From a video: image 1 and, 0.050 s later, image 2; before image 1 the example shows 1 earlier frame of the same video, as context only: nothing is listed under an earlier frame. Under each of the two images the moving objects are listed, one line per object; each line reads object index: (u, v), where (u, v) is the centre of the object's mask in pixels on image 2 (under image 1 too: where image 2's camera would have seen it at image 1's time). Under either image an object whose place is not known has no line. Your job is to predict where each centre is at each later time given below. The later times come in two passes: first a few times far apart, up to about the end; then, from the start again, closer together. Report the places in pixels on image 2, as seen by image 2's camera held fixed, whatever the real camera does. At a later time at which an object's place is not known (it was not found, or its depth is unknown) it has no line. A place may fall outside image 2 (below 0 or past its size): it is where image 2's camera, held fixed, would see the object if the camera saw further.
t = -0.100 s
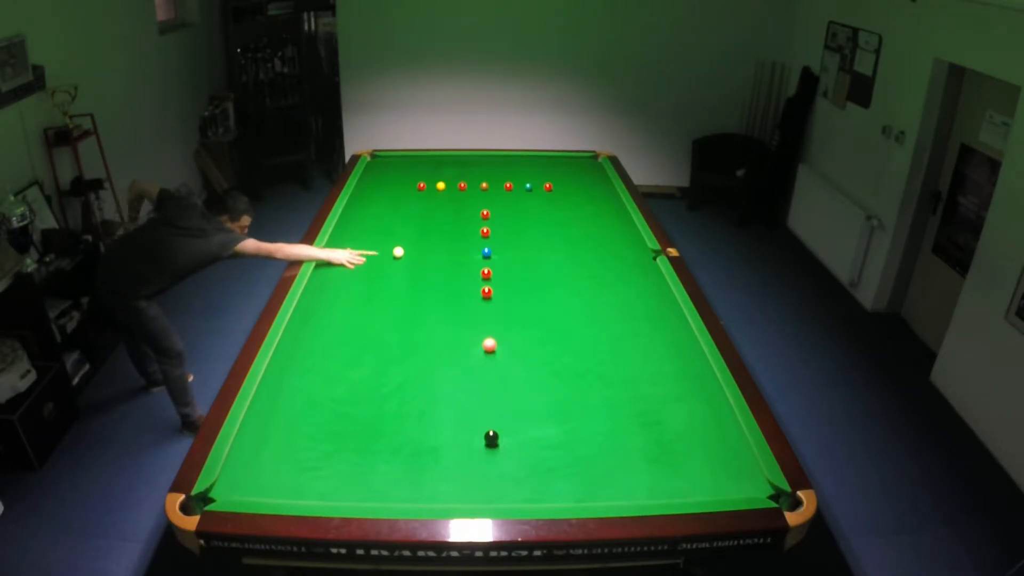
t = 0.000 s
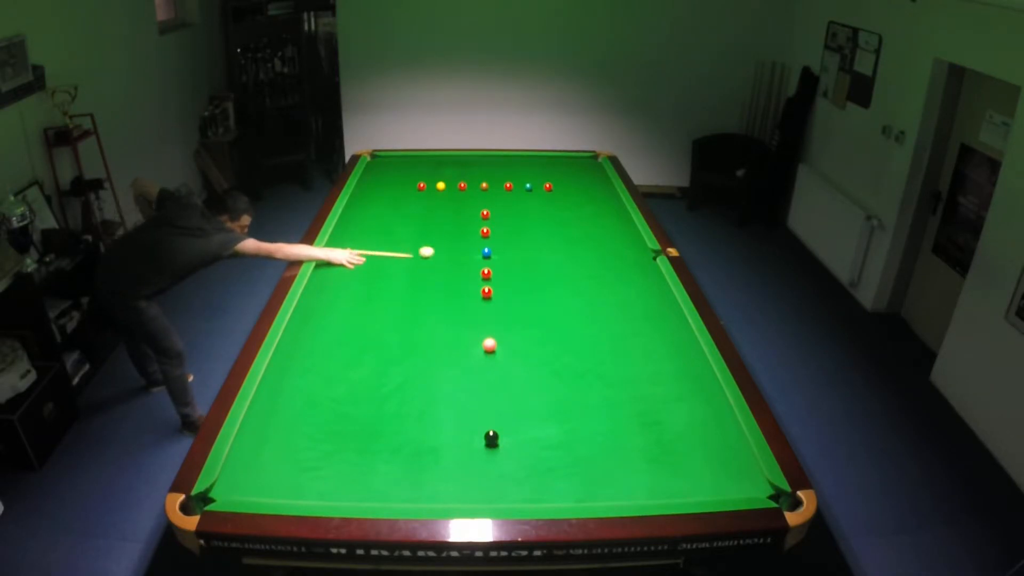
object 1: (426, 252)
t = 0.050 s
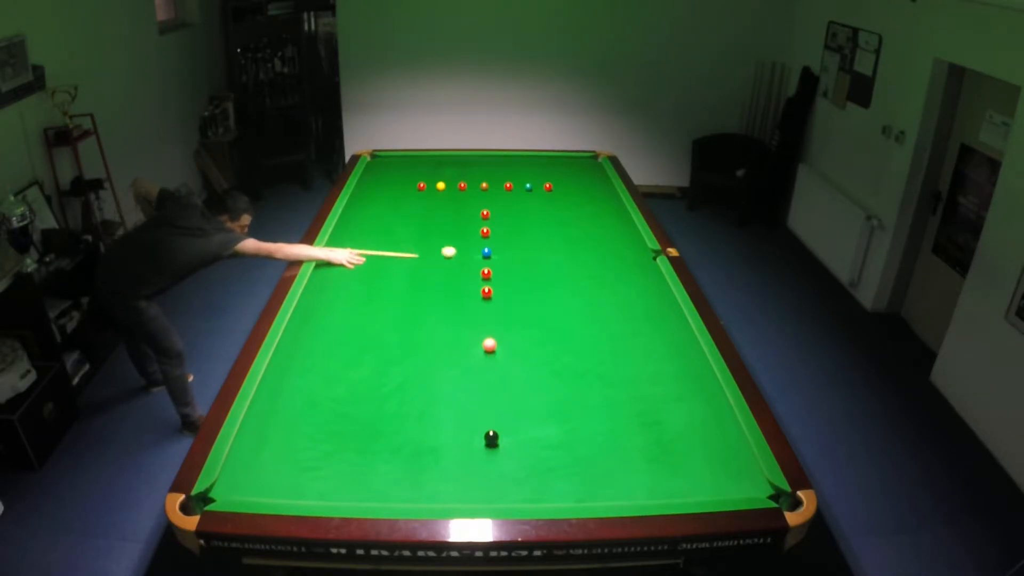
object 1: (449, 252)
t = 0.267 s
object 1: (474, 251)
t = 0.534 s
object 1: (469, 250)
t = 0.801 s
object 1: (465, 250)
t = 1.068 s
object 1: (462, 249)
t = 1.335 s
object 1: (460, 249)
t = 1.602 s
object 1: (459, 249)
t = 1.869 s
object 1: (459, 249)
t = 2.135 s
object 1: (459, 249)
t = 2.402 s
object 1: (459, 249)
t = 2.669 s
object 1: (459, 249)
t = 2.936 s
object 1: (459, 249)
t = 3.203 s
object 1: (459, 249)
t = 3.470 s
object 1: (459, 249)
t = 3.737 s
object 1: (459, 249)
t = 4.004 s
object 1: (459, 249)
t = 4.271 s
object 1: (459, 249)
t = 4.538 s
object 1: (459, 249)
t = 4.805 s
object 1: (459, 249)
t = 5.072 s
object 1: (459, 249)
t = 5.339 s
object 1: (459, 249)
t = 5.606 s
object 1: (459, 249)
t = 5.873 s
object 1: (459, 249)
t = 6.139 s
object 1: (459, 249)
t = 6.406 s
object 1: (459, 249)
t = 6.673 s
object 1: (459, 249)
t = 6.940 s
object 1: (459, 249)
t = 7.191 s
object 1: (459, 249)
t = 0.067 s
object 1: (456, 252)
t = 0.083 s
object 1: (463, 252)
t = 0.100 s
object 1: (469, 252)
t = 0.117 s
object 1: (475, 252)
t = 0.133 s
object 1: (476, 252)
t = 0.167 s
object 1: (476, 252)
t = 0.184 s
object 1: (476, 251)
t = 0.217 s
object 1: (475, 251)
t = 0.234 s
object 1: (475, 251)
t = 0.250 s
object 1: (474, 251)
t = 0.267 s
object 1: (474, 251)
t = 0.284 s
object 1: (474, 251)
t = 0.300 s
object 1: (473, 251)
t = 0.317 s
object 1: (473, 251)
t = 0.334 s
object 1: (473, 251)
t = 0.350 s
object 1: (472, 251)
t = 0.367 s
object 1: (472, 251)
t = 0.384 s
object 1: (472, 251)
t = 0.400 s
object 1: (471, 251)
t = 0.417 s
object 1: (471, 251)
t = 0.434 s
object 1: (471, 251)
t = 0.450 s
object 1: (470, 251)
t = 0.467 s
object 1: (470, 251)
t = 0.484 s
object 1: (470, 250)
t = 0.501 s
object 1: (469, 250)
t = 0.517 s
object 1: (469, 250)
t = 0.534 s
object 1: (469, 250)
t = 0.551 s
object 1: (468, 250)
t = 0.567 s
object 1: (468, 250)
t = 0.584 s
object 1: (468, 250)
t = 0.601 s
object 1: (468, 250)
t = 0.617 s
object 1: (467, 250)
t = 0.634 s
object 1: (467, 250)
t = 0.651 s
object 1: (467, 250)
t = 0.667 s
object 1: (466, 250)
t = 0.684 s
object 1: (466, 250)
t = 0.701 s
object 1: (466, 250)
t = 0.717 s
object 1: (466, 250)
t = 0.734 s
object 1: (466, 250)
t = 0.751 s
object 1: (465, 250)
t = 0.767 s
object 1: (465, 250)
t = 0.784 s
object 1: (465, 250)
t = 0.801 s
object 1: (465, 250)
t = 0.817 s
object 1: (464, 250)
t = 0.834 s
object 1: (464, 250)
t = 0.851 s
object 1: (464, 250)
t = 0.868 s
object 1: (464, 250)
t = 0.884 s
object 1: (464, 250)
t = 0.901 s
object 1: (463, 250)
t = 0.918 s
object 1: (463, 250)
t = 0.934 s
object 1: (463, 250)
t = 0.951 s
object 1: (463, 250)
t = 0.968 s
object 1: (463, 250)
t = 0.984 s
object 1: (462, 249)
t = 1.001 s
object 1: (462, 249)
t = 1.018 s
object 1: (462, 249)
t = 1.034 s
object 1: (462, 249)
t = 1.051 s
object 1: (462, 249)
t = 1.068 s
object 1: (462, 249)
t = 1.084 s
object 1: (462, 249)
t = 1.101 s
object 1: (462, 249)
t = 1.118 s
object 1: (461, 249)
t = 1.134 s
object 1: (461, 249)
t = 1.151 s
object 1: (461, 249)
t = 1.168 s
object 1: (461, 249)
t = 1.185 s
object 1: (461, 249)
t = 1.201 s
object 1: (461, 249)
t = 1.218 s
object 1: (461, 249)
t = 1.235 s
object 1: (460, 249)
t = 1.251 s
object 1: (460, 249)
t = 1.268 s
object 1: (460, 249)
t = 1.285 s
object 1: (460, 249)
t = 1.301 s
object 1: (460, 249)
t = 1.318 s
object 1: (460, 249)
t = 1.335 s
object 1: (460, 249)
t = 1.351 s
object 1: (460, 249)
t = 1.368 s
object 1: (460, 249)
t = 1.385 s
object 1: (459, 249)
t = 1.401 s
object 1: (459, 249)
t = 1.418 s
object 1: (459, 249)
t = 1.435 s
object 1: (459, 249)
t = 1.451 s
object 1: (459, 249)
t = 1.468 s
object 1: (459, 249)
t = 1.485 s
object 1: (459, 249)
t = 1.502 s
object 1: (459, 249)
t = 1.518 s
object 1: (459, 249)
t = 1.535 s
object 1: (459, 249)
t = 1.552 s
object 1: (459, 249)
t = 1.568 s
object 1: (459, 249)
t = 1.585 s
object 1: (459, 249)
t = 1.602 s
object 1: (459, 249)
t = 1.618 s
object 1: (459, 249)
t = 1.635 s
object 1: (459, 249)
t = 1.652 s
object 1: (459, 249)
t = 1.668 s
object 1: (459, 249)
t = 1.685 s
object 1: (459, 249)
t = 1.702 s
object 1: (459, 249)
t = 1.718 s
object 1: (459, 249)
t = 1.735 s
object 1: (459, 249)
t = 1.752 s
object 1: (459, 249)
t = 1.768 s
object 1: (459, 249)
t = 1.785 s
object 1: (459, 249)
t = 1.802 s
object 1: (459, 249)
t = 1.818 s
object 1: (459, 249)
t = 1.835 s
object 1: (459, 249)
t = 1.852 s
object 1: (459, 249)
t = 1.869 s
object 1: (459, 249)
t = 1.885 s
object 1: (459, 249)
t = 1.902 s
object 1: (459, 249)
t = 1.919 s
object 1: (459, 249)
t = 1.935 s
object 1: (459, 249)
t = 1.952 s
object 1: (459, 249)
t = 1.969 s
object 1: (459, 249)
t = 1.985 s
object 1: (459, 249)
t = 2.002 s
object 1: (459, 249)
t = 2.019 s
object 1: (459, 249)
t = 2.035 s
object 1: (459, 249)
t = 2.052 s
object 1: (459, 249)
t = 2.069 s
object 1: (459, 249)
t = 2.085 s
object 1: (459, 249)
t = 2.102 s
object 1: (459, 249)
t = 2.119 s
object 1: (459, 249)
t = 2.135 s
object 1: (459, 249)
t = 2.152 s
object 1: (459, 249)
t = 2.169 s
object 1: (459, 249)
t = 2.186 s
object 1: (459, 249)
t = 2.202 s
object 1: (459, 249)
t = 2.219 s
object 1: (459, 249)
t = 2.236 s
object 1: (459, 249)
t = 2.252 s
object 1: (459, 249)
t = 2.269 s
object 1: (459, 249)
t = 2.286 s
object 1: (459, 249)
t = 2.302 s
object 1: (459, 249)
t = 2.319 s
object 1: (459, 249)
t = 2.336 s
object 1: (459, 249)
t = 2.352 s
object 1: (459, 249)
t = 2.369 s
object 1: (459, 249)
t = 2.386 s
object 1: (459, 249)
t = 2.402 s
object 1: (459, 249)
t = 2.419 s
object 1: (459, 249)
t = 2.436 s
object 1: (459, 249)
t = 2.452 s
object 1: (459, 249)
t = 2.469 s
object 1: (459, 249)
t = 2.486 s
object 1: (459, 249)
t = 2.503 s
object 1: (459, 249)
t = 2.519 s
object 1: (459, 249)
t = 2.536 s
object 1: (459, 249)
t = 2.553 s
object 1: (459, 249)
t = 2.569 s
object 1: (459, 249)
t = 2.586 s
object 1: (459, 249)
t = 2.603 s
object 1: (459, 249)
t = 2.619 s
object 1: (459, 249)
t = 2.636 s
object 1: (459, 249)
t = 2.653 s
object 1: (459, 249)
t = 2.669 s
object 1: (459, 249)
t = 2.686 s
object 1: (459, 249)
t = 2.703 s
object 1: (459, 249)
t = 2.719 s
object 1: (459, 249)
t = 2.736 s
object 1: (459, 249)
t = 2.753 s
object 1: (459, 249)
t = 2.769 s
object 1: (459, 249)
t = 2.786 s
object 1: (459, 249)
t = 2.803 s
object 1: (459, 249)
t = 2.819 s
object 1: (459, 249)
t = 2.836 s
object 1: (459, 249)
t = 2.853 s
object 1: (459, 249)
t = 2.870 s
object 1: (459, 249)
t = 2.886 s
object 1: (459, 249)
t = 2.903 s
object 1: (459, 249)
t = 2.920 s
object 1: (459, 249)
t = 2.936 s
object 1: (459, 249)
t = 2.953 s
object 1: (459, 249)
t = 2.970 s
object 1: (459, 249)
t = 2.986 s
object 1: (459, 249)
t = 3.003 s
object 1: (459, 249)
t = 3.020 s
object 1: (459, 249)
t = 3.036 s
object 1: (459, 249)
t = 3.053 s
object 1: (459, 249)
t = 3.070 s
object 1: (459, 249)
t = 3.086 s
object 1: (459, 249)
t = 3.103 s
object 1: (459, 249)
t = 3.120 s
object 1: (459, 249)
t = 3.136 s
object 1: (459, 249)
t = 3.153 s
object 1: (459, 249)
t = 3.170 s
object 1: (459, 249)
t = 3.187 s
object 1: (459, 249)
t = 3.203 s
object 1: (459, 249)
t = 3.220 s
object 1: (459, 249)
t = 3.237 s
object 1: (459, 249)
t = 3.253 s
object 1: (459, 249)
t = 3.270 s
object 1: (459, 249)
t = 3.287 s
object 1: (459, 249)
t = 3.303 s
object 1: (459, 249)
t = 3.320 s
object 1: (459, 249)
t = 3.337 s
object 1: (459, 249)
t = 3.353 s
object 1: (459, 249)
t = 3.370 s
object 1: (459, 249)
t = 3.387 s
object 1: (459, 249)
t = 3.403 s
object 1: (459, 249)
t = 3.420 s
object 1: (459, 249)
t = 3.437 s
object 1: (459, 249)
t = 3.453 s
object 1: (459, 249)
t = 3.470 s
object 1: (459, 249)
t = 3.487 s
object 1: (459, 249)
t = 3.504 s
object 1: (459, 249)
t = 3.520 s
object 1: (459, 249)
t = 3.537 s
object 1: (459, 249)
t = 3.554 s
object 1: (459, 249)
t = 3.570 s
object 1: (459, 249)
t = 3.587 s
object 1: (459, 249)
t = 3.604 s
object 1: (459, 249)
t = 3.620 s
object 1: (459, 249)
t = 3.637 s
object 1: (459, 249)
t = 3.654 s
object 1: (459, 249)
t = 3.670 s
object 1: (459, 249)
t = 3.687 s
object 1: (459, 249)
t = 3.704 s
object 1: (459, 249)
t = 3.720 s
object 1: (459, 249)
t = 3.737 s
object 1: (459, 249)
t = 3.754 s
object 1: (459, 249)
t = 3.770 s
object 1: (459, 249)
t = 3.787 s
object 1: (459, 249)
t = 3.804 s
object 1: (459, 249)
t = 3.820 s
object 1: (459, 249)
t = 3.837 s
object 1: (459, 249)
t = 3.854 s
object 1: (459, 249)
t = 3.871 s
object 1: (459, 249)
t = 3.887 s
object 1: (459, 249)
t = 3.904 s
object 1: (459, 249)
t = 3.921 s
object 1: (459, 249)
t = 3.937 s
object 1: (459, 249)
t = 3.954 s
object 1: (459, 249)
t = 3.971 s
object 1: (459, 249)
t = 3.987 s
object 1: (459, 249)
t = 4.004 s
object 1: (459, 249)
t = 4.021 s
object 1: (459, 249)
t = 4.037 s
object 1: (459, 249)
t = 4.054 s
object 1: (459, 249)
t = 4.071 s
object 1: (459, 249)
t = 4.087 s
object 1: (459, 249)
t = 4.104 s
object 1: (459, 249)
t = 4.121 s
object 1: (459, 249)
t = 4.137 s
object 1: (459, 249)
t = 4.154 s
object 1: (459, 249)
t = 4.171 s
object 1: (459, 249)
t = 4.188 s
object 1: (459, 249)
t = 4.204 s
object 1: (459, 249)
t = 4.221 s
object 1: (459, 249)
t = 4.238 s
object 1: (459, 249)
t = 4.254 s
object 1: (459, 249)
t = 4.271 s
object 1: (459, 249)
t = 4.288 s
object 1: (459, 249)
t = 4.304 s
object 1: (459, 249)
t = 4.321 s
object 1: (459, 249)
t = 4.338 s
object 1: (459, 249)
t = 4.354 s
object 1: (459, 249)
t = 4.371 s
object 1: (459, 249)
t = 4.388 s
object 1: (459, 249)
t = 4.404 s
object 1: (459, 249)
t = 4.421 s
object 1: (459, 249)
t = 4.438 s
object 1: (459, 249)
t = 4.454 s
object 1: (459, 249)
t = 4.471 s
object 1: (459, 249)
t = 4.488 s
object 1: (459, 249)
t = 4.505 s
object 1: (459, 249)
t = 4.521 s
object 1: (459, 249)
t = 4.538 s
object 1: (459, 249)
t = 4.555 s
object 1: (459, 249)
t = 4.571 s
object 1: (459, 249)
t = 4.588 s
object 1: (459, 249)
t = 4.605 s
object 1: (459, 249)
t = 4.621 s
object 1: (459, 249)
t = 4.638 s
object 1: (459, 249)
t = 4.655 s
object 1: (459, 249)
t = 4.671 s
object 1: (459, 249)
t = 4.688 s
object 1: (459, 249)
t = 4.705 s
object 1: (459, 249)
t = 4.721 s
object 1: (459, 249)
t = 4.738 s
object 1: (459, 249)
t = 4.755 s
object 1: (459, 249)
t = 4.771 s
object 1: (459, 249)
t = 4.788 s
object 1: (459, 249)
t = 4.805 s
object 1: (459, 249)
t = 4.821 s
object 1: (459, 249)
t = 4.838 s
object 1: (459, 249)
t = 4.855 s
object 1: (459, 249)
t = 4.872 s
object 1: (459, 249)
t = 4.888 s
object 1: (459, 249)
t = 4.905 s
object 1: (459, 249)
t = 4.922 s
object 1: (459, 249)
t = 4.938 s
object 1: (459, 249)
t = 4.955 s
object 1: (459, 249)
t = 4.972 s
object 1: (459, 249)
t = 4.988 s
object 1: (459, 249)
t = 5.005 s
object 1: (459, 249)
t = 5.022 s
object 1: (459, 249)
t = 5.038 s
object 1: (459, 249)
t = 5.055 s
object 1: (459, 249)
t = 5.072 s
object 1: (459, 249)
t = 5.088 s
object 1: (459, 249)
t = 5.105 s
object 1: (459, 249)
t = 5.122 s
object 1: (459, 249)
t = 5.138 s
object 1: (459, 249)
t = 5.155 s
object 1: (459, 249)
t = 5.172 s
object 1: (459, 249)
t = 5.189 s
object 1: (459, 249)
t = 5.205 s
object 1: (459, 249)
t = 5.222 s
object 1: (459, 249)
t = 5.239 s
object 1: (459, 249)
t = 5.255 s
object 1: (459, 249)
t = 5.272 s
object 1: (459, 249)
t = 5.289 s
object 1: (459, 249)
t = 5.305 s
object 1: (459, 249)
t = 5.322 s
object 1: (459, 249)
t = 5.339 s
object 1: (459, 249)
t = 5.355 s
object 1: (459, 249)
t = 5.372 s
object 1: (459, 249)
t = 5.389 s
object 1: (459, 249)
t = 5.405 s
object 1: (459, 249)
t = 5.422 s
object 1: (459, 249)
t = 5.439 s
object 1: (459, 249)
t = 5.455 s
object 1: (459, 249)
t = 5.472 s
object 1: (459, 249)
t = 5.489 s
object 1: (459, 249)
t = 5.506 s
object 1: (459, 249)
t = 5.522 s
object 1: (459, 249)
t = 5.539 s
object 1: (459, 249)
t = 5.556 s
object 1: (459, 249)
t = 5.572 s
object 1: (459, 249)
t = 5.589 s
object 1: (459, 249)
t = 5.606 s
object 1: (459, 249)
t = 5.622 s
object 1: (459, 249)
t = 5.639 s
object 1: (459, 249)
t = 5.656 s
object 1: (459, 249)
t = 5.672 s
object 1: (459, 249)
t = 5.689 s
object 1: (459, 249)
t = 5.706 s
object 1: (459, 249)
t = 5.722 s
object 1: (459, 249)
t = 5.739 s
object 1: (459, 249)
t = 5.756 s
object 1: (459, 249)
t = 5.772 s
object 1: (459, 249)
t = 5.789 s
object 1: (459, 249)
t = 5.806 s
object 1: (459, 249)
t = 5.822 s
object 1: (459, 249)
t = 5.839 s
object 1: (459, 249)
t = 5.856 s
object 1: (459, 249)
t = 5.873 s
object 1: (459, 249)
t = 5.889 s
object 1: (459, 249)
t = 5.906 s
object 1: (459, 249)
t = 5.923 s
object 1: (459, 249)
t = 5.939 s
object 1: (459, 249)
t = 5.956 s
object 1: (459, 249)
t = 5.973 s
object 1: (459, 249)
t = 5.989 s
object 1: (459, 249)
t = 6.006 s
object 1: (459, 249)
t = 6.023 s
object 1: (459, 249)
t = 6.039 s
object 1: (459, 249)
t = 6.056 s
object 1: (459, 249)
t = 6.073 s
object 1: (459, 249)
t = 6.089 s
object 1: (459, 249)
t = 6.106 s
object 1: (459, 249)
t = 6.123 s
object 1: (459, 249)
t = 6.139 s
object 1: (459, 249)
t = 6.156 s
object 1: (459, 249)
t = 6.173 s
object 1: (459, 249)
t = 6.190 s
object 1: (459, 249)
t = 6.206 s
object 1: (459, 249)
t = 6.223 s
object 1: (459, 249)
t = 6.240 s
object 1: (459, 249)
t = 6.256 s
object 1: (459, 249)
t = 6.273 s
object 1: (459, 249)
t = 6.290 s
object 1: (459, 249)
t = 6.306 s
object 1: (459, 249)
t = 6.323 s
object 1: (459, 249)
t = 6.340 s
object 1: (459, 249)
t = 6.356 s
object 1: (459, 249)
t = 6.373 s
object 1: (459, 249)
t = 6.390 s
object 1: (459, 249)
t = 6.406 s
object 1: (459, 249)
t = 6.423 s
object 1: (459, 249)
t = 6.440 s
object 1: (459, 249)
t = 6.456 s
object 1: (459, 249)
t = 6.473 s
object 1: (459, 249)
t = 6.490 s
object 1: (459, 249)
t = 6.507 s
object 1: (459, 249)
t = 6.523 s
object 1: (459, 249)
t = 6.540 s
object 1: (459, 249)
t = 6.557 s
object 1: (459, 249)
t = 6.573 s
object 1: (459, 249)
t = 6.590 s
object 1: (459, 249)
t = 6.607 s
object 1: (459, 249)
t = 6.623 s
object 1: (459, 249)
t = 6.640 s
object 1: (459, 249)
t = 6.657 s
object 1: (459, 249)
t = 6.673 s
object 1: (459, 249)
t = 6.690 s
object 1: (459, 249)
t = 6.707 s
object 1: (459, 249)
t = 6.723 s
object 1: (459, 249)
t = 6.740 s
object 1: (459, 249)
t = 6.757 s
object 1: (459, 249)
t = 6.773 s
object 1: (459, 249)
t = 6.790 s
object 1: (459, 249)
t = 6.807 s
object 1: (459, 249)
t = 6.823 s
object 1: (459, 249)
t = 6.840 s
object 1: (459, 249)
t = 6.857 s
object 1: (459, 249)
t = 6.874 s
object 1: (459, 249)
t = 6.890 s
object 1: (459, 249)
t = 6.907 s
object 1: (459, 249)
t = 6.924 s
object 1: (459, 249)
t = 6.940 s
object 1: (459, 249)
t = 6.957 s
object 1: (459, 249)
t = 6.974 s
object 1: (459, 249)
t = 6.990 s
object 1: (459, 249)
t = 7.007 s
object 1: (459, 249)
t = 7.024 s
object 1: (459, 249)
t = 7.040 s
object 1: (459, 249)
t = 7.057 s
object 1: (459, 249)
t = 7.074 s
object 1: (459, 249)
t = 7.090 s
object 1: (459, 249)
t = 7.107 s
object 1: (459, 249)
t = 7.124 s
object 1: (459, 249)
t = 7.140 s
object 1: (459, 249)
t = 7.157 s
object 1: (459, 249)
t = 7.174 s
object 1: (459, 249)
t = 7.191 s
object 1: (459, 249)
